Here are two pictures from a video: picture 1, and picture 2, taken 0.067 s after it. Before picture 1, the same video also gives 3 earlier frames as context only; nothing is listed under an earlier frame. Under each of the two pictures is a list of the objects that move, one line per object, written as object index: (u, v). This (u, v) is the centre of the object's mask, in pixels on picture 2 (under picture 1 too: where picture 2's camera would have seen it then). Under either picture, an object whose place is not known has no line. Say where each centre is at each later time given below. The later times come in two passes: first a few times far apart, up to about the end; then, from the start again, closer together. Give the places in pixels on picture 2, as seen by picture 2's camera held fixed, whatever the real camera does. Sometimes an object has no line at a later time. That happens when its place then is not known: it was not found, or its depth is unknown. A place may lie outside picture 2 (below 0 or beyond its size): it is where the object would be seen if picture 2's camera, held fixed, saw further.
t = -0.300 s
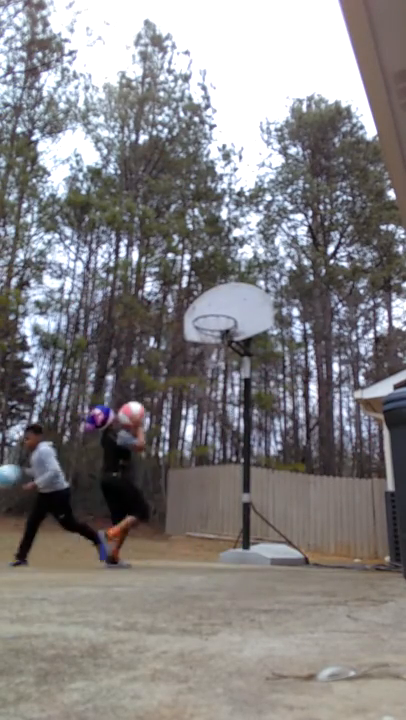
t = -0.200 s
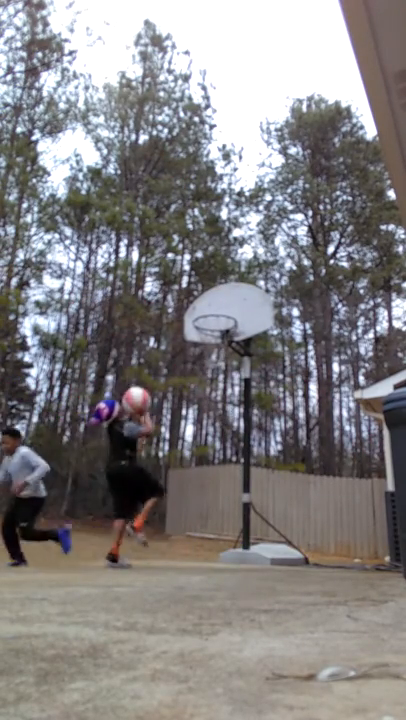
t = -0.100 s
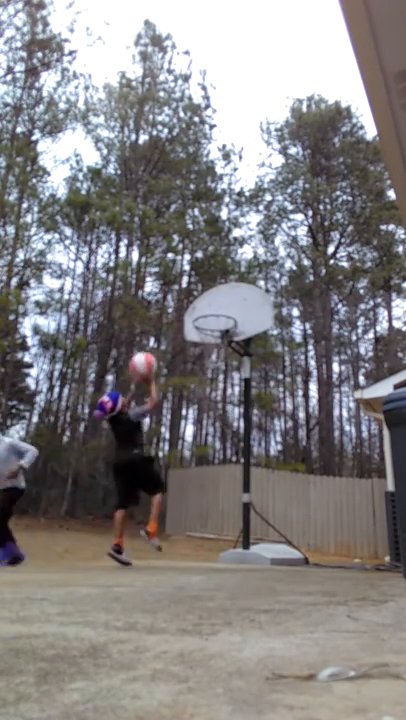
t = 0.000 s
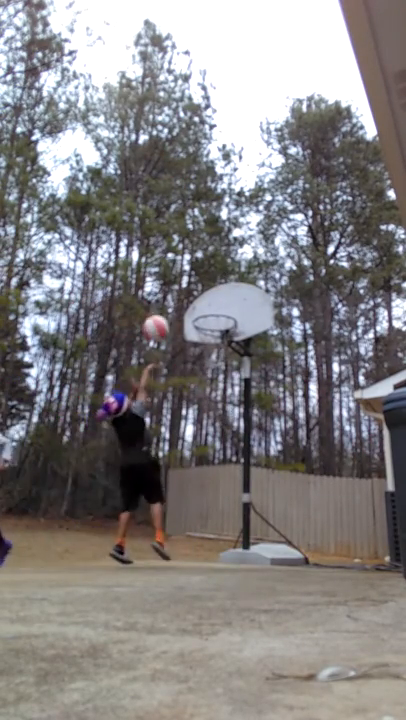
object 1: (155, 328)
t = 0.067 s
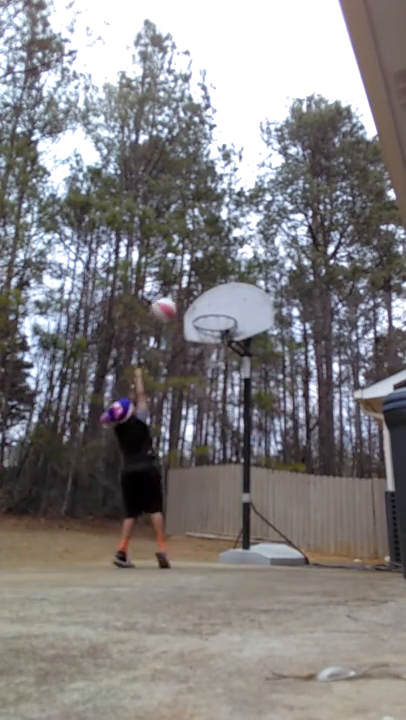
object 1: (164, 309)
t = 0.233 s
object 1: (180, 282)
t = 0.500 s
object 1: (201, 289)
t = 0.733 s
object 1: (217, 337)
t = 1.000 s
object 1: (220, 392)
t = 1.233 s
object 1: (224, 490)
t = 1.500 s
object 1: (223, 470)
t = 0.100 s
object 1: (167, 302)
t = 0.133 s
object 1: (171, 295)
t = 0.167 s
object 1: (173, 290)
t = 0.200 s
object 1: (177, 285)
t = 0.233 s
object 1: (180, 282)
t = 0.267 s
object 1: (183, 280)
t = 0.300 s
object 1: (186, 278)
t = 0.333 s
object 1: (188, 278)
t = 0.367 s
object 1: (191, 278)
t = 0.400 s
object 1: (193, 280)
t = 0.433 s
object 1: (195, 282)
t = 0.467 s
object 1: (198, 285)
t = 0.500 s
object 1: (201, 289)
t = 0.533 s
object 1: (203, 293)
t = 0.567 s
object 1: (204, 299)
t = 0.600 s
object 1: (208, 305)
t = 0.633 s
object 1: (210, 313)
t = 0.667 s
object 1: (212, 321)
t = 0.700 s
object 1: (214, 329)
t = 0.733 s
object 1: (217, 337)
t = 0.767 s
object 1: (217, 345)
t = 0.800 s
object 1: (217, 349)
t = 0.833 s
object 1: (218, 354)
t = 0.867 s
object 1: (219, 359)
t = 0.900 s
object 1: (218, 365)
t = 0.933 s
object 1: (215, 372)
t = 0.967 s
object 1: (220, 381)
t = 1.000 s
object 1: (220, 392)
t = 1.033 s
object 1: (221, 404)
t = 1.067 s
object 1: (222, 415)
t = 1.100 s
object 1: (222, 426)
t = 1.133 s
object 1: (223, 439)
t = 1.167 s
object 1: (223, 455)
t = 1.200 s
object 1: (224, 472)
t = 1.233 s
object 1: (224, 490)
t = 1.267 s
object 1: (226, 508)
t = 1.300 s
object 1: (225, 529)
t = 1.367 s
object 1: (226, 535)
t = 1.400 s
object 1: (225, 517)
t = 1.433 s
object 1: (225, 500)
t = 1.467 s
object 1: (224, 484)
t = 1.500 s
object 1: (223, 470)
